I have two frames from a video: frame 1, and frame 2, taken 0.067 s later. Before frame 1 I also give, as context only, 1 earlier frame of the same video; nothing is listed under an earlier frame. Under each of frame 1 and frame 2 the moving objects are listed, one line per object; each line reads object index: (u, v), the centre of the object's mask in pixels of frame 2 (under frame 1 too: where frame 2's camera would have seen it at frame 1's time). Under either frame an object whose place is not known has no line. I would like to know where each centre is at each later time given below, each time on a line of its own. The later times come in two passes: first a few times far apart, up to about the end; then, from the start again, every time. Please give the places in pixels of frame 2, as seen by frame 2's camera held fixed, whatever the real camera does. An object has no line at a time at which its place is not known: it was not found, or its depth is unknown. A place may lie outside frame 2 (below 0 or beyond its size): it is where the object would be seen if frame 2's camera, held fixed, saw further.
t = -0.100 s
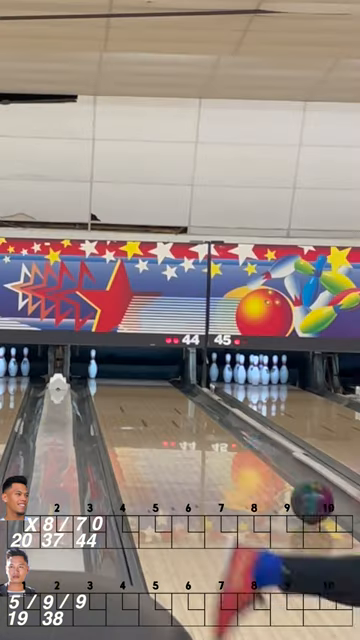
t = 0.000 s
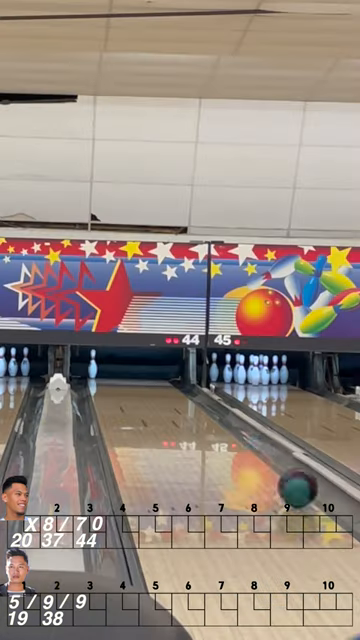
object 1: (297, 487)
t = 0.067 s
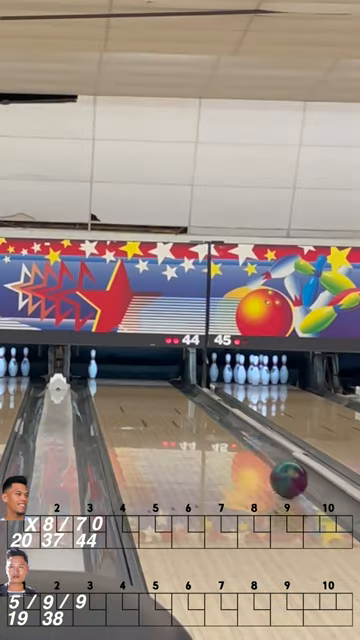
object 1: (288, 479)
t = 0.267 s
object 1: (265, 457)
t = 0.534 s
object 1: (239, 434)
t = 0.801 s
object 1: (218, 418)
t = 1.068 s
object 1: (199, 406)
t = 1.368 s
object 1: (178, 392)
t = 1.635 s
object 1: (160, 385)
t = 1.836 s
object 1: (146, 379)
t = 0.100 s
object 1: (284, 474)
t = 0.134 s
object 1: (280, 471)
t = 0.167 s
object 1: (276, 467)
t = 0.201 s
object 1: (273, 463)
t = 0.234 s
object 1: (269, 460)
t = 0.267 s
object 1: (265, 457)
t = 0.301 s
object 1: (262, 454)
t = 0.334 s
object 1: (258, 450)
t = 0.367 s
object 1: (255, 447)
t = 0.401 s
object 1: (251, 444)
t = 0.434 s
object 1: (249, 442)
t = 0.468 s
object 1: (245, 439)
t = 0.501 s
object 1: (243, 437)
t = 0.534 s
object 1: (239, 434)
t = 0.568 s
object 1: (236, 431)
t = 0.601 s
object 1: (234, 429)
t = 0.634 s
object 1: (231, 428)
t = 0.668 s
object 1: (229, 425)
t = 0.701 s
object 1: (226, 424)
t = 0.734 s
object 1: (223, 421)
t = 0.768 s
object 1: (221, 419)
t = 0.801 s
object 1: (218, 418)
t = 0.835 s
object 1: (216, 416)
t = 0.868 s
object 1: (214, 414)
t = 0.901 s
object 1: (211, 413)
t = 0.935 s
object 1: (210, 411)
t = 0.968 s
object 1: (206, 410)
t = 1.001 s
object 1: (203, 408)
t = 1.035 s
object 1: (201, 407)
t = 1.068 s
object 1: (199, 406)
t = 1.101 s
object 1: (197, 405)
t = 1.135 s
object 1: (195, 403)
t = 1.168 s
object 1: (192, 400)
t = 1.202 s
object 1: (189, 399)
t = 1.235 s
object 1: (188, 397)
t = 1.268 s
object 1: (185, 396)
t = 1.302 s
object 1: (183, 395)
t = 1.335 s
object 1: (181, 394)
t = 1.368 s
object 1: (178, 392)
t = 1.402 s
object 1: (176, 392)
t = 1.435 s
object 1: (174, 391)
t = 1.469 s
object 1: (173, 389)
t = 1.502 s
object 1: (169, 388)
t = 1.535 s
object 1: (167, 387)
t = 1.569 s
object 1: (165, 387)
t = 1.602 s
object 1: (162, 386)
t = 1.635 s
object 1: (160, 385)
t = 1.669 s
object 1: (158, 384)
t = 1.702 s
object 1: (155, 382)
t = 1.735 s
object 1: (153, 382)
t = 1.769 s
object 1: (151, 381)
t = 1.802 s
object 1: (148, 380)
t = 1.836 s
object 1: (146, 379)
